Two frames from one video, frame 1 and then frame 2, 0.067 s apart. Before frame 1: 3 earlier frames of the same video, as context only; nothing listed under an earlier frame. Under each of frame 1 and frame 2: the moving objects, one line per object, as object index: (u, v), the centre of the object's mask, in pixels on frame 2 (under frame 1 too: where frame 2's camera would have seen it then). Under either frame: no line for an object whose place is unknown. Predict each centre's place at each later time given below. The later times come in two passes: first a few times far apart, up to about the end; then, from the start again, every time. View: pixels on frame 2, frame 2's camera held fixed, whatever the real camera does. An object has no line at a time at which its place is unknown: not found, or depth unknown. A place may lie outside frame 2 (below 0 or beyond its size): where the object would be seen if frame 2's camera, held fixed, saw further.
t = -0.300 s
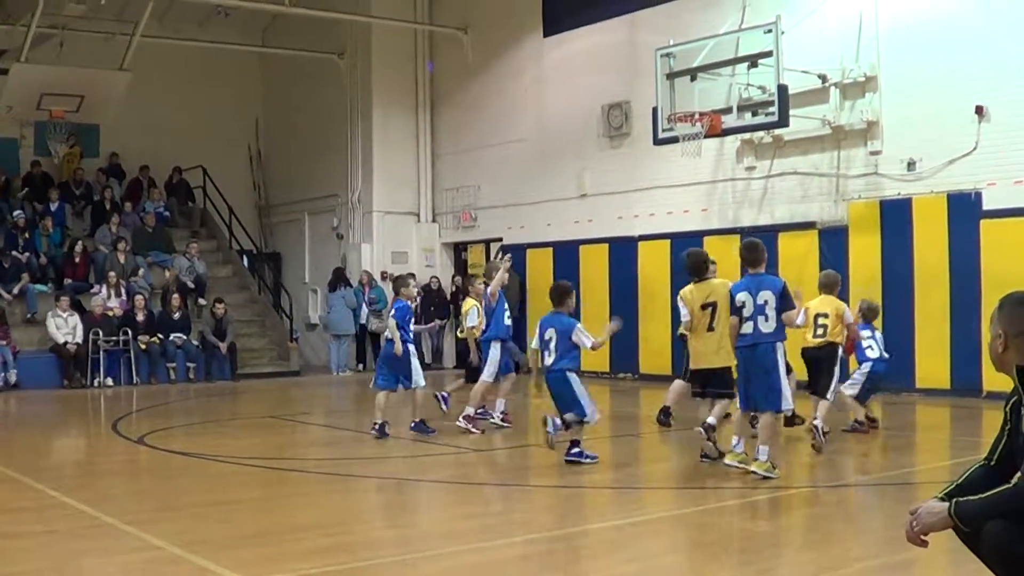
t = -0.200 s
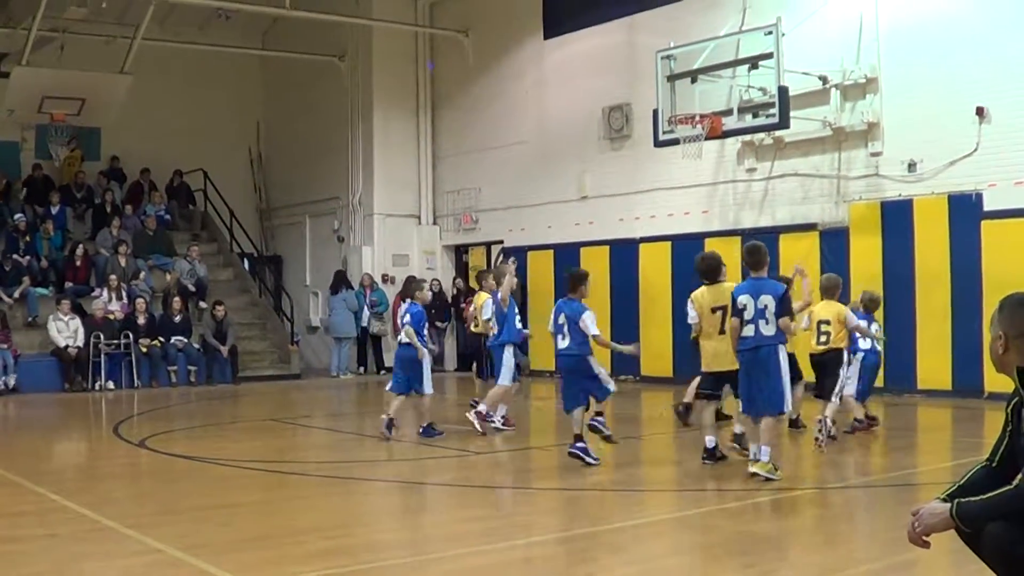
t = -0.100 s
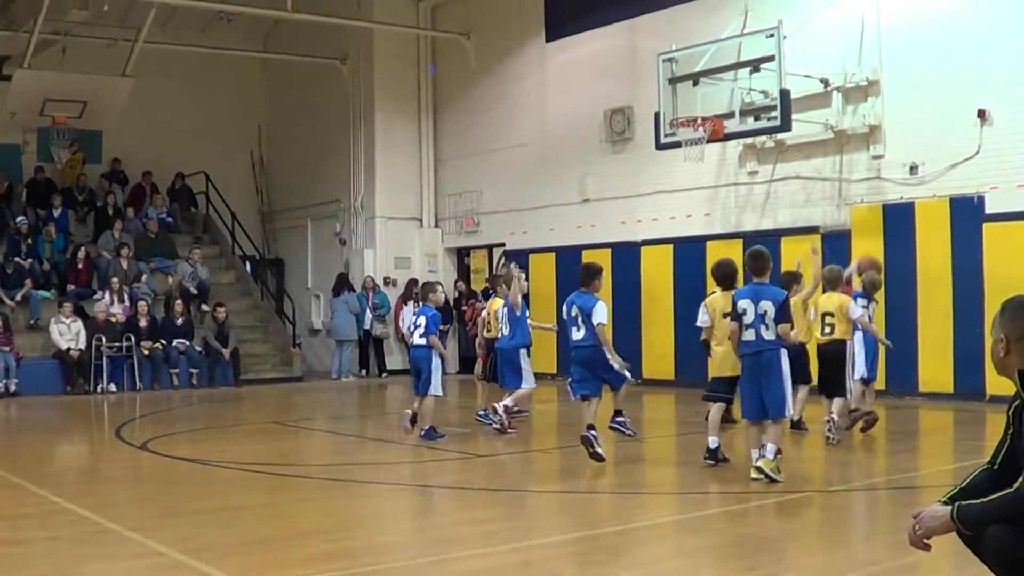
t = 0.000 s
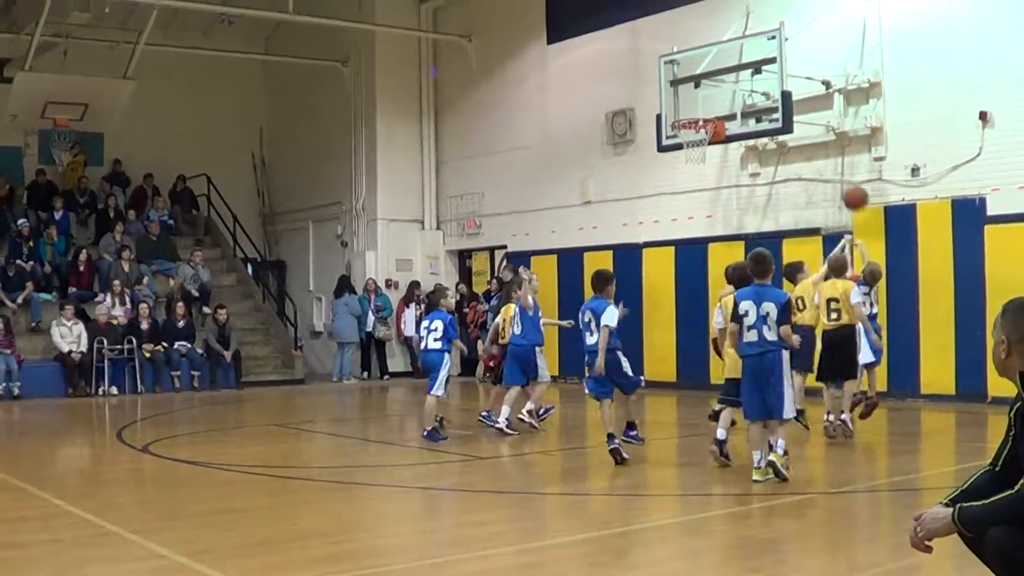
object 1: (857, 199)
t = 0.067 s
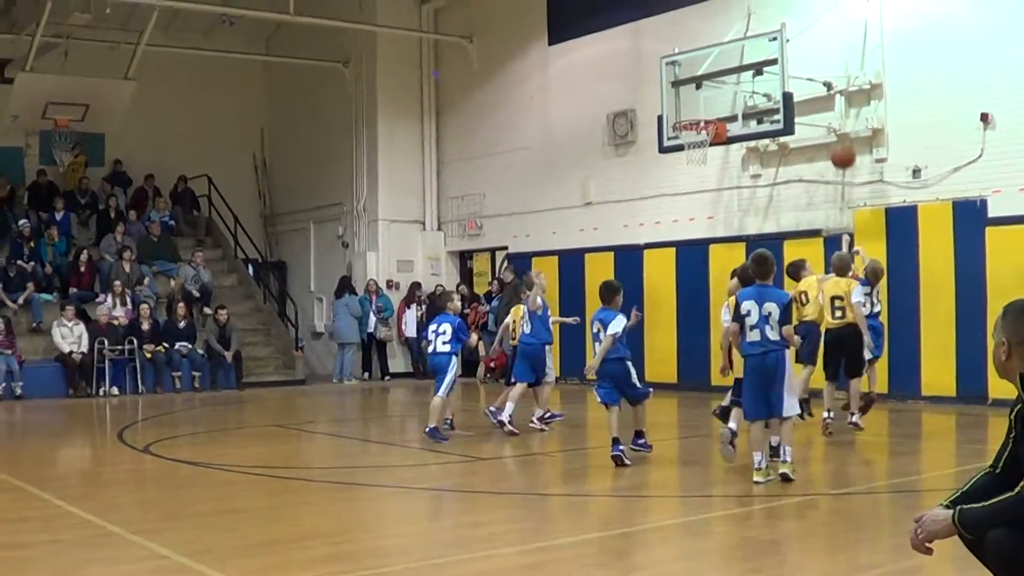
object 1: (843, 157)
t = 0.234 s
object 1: (811, 78)
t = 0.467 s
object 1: (774, 26)
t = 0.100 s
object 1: (836, 138)
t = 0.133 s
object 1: (830, 122)
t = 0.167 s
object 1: (823, 105)
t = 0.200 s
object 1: (818, 91)
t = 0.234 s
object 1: (811, 78)
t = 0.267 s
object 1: (805, 67)
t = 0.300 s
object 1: (799, 57)
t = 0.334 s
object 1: (794, 48)
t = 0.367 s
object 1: (789, 41)
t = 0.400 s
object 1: (783, 35)
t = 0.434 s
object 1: (779, 30)
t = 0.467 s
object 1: (774, 26)
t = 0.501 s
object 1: (769, 23)
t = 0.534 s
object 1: (765, 22)
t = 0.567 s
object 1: (760, 21)
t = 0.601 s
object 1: (756, 21)
